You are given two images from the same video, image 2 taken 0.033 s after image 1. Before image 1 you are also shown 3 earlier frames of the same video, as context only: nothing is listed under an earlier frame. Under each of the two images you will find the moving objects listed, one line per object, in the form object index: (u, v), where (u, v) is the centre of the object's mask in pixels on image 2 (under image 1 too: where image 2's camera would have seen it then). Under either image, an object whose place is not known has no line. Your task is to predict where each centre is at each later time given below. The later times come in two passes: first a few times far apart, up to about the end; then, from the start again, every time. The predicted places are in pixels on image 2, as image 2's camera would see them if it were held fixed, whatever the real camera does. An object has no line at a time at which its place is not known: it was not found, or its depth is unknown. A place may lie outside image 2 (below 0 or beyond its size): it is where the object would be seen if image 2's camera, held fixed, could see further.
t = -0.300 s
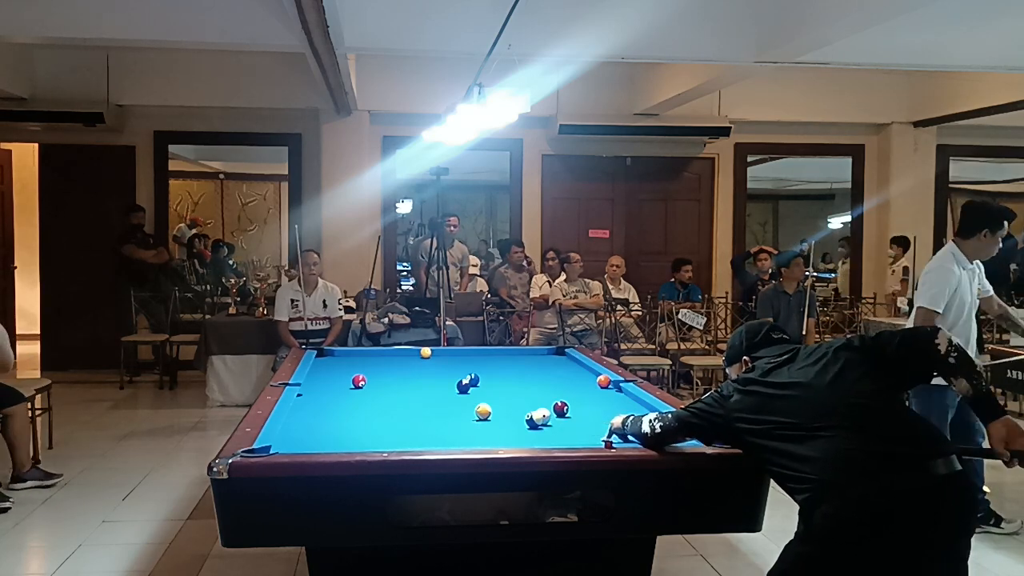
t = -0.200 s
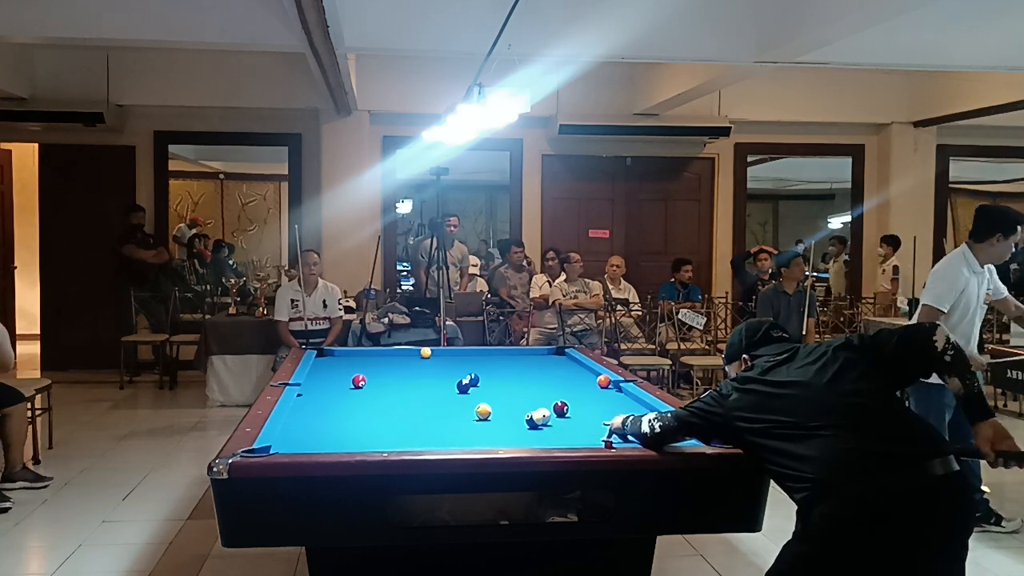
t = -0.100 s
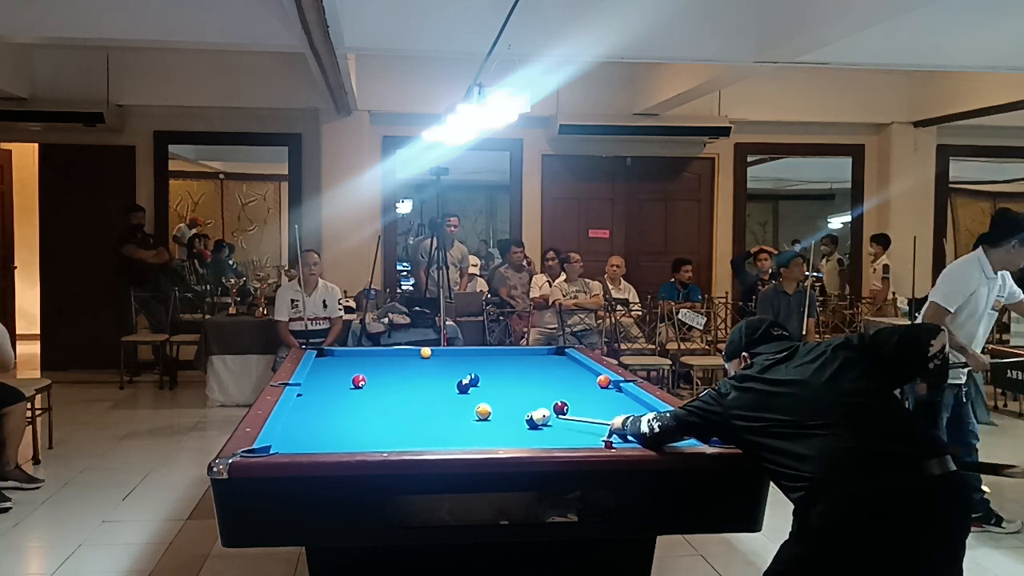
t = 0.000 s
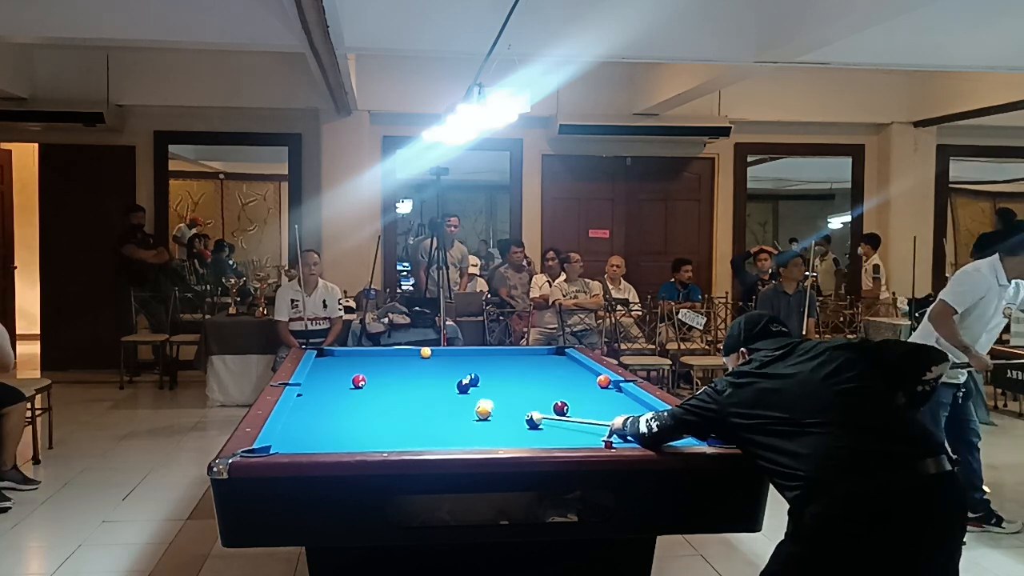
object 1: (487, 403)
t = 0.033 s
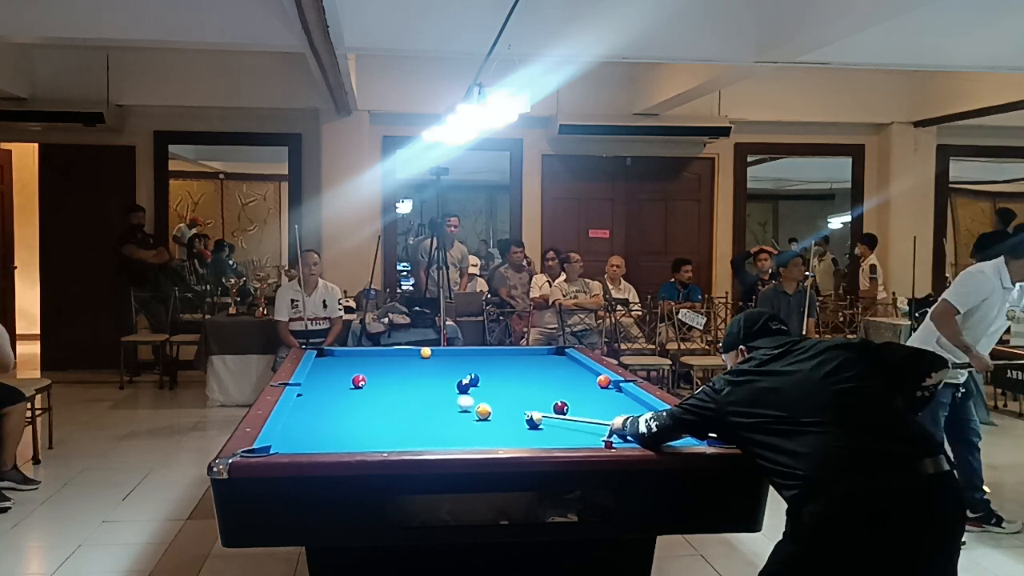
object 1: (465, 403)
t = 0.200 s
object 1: (381, 388)
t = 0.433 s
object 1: (325, 373)
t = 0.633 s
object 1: (369, 362)
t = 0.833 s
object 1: (402, 354)
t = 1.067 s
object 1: (433, 350)
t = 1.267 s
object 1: (458, 350)
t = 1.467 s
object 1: (483, 351)
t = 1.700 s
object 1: (511, 351)
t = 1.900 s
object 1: (534, 351)
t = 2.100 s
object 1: (557, 351)
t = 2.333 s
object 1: (549, 352)
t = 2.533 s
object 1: (540, 353)
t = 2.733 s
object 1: (532, 354)
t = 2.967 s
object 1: (522, 355)
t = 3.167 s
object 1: (514, 356)
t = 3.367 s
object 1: (506, 358)
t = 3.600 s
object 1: (498, 359)
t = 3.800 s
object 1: (491, 359)
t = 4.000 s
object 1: (484, 360)
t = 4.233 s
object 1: (477, 361)
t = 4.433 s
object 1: (471, 362)
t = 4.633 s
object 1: (466, 362)
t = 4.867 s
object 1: (460, 363)
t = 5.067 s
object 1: (455, 363)
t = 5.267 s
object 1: (451, 364)
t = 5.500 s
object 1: (447, 364)
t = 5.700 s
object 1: (444, 365)
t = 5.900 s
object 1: (442, 365)
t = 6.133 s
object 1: (440, 366)
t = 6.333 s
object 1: (439, 366)
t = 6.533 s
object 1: (438, 366)
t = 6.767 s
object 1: (438, 366)
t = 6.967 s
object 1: (438, 366)
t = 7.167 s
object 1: (438, 366)
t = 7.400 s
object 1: (438, 366)
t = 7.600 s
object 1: (438, 366)
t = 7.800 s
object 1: (438, 366)
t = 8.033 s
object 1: (438, 366)
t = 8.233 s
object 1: (438, 365)
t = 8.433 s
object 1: (438, 366)
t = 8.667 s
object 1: (438, 366)
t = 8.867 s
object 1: (438, 366)
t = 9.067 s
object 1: (438, 366)
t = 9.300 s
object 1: (438, 366)
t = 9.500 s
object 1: (438, 366)
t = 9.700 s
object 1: (438, 366)
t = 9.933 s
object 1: (438, 366)
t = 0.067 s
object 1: (446, 400)
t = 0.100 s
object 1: (428, 396)
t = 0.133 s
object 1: (412, 394)
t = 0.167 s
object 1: (396, 391)
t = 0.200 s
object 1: (381, 388)
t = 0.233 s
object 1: (367, 386)
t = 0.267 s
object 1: (353, 384)
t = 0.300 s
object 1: (341, 381)
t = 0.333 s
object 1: (328, 379)
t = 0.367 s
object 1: (317, 377)
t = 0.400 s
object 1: (316, 375)
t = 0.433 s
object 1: (325, 373)
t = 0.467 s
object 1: (334, 371)
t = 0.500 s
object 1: (343, 369)
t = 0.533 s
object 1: (350, 367)
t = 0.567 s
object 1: (357, 365)
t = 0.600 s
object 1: (363, 364)
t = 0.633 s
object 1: (369, 362)
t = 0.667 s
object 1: (375, 361)
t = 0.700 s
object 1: (381, 359)
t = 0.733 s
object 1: (386, 358)
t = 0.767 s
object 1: (392, 357)
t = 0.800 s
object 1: (397, 355)
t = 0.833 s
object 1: (402, 354)
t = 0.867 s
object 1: (407, 352)
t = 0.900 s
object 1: (412, 351)
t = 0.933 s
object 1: (416, 350)
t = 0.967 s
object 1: (421, 350)
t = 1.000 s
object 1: (425, 350)
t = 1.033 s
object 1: (429, 350)
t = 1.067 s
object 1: (433, 350)
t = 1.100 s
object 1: (437, 350)
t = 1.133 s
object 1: (441, 350)
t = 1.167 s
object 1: (446, 350)
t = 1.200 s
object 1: (450, 350)
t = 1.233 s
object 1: (454, 350)
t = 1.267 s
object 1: (458, 350)
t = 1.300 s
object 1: (463, 350)
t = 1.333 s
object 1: (467, 351)
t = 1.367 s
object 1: (471, 350)
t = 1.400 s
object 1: (475, 351)
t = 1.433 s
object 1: (479, 351)
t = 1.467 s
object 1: (483, 351)
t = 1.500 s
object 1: (488, 351)
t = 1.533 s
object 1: (491, 351)
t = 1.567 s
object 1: (495, 351)
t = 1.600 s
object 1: (500, 351)
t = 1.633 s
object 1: (503, 351)
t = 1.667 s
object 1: (507, 351)
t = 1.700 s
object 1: (511, 351)
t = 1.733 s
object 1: (515, 351)
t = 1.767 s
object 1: (519, 351)
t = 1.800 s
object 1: (523, 351)
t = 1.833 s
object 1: (527, 351)
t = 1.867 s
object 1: (531, 351)
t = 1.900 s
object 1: (534, 351)
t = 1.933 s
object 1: (538, 351)
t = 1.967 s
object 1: (542, 351)
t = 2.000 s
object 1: (546, 351)
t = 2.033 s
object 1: (550, 351)
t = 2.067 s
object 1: (553, 351)
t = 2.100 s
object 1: (557, 351)
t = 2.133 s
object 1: (559, 351)
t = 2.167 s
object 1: (557, 352)
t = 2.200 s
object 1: (555, 352)
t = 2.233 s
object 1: (553, 352)
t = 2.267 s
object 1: (552, 352)
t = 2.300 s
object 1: (550, 352)
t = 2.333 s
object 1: (549, 352)
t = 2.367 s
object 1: (547, 352)
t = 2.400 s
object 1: (546, 353)
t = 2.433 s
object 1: (544, 353)
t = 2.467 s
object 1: (543, 353)
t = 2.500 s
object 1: (541, 353)
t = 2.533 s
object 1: (540, 353)
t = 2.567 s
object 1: (539, 353)
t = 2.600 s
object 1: (537, 354)
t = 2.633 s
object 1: (536, 354)
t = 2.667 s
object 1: (534, 354)
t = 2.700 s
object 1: (533, 354)
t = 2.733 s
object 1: (532, 354)
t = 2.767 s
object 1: (530, 354)
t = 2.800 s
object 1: (529, 355)
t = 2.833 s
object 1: (527, 355)
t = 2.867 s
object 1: (526, 355)
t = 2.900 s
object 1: (525, 355)
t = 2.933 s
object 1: (523, 355)
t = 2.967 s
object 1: (522, 355)
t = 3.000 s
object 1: (520, 355)
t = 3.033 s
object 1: (519, 356)
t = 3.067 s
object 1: (518, 356)
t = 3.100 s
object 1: (517, 356)
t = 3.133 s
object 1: (515, 356)
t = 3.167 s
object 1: (514, 356)
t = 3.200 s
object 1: (513, 357)
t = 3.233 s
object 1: (511, 357)
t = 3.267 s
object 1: (510, 357)
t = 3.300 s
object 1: (509, 357)
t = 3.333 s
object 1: (508, 357)
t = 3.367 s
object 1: (506, 358)
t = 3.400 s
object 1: (505, 358)
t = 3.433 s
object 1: (504, 358)
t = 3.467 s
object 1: (503, 358)
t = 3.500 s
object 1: (501, 358)
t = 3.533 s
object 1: (500, 358)
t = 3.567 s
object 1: (499, 358)
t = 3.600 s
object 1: (498, 359)
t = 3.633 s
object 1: (496, 359)
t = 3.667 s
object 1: (495, 359)
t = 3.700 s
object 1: (494, 359)
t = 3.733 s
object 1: (493, 359)
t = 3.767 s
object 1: (492, 359)
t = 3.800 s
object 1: (491, 359)
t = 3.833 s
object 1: (489, 359)
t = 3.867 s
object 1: (488, 359)
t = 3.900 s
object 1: (487, 360)
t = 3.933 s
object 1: (486, 360)
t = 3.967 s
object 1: (485, 360)
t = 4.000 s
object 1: (484, 360)
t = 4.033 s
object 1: (483, 360)
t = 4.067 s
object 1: (482, 360)
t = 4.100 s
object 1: (481, 360)
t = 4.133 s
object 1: (480, 360)
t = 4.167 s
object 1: (479, 361)
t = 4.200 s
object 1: (478, 361)
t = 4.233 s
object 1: (477, 361)
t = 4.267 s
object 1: (476, 361)
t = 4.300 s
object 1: (475, 361)
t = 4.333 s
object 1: (474, 361)
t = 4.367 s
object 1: (473, 361)
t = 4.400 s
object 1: (472, 361)
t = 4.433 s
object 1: (471, 362)
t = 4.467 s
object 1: (470, 362)
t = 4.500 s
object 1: (469, 362)
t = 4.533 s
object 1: (468, 362)
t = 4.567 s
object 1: (467, 362)
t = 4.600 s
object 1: (466, 362)
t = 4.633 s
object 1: (466, 362)
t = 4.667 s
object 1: (465, 362)
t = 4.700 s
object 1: (464, 362)
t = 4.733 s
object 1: (463, 363)
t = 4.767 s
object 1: (462, 363)
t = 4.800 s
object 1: (461, 363)
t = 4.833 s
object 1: (461, 363)
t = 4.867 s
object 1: (460, 363)
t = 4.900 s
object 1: (459, 363)
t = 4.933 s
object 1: (458, 363)
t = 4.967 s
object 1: (458, 363)
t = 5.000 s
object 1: (457, 363)
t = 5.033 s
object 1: (456, 363)
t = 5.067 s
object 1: (455, 363)
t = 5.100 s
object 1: (454, 363)
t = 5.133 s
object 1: (454, 364)
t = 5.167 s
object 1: (453, 364)
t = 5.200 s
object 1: (453, 364)
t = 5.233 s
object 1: (452, 364)
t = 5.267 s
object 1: (451, 364)
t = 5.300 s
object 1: (451, 364)
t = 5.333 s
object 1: (450, 364)
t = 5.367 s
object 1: (449, 364)
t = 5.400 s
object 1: (449, 364)
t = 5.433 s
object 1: (448, 364)
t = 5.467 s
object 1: (448, 364)
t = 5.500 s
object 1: (447, 364)
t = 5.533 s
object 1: (447, 365)
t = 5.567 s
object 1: (446, 365)
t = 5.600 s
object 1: (446, 365)
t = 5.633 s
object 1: (445, 365)
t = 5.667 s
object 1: (445, 365)
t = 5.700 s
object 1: (444, 365)
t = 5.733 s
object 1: (444, 365)
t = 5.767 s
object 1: (443, 365)
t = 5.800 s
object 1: (443, 365)
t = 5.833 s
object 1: (443, 365)
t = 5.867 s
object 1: (442, 365)
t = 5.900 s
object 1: (442, 365)
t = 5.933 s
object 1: (441, 365)
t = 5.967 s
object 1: (441, 365)
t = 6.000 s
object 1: (441, 365)
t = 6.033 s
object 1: (441, 365)
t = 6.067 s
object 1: (440, 366)
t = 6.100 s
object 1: (440, 365)
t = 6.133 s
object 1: (440, 366)
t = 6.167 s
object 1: (439, 366)
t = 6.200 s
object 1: (439, 366)
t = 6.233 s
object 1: (439, 366)
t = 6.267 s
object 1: (439, 366)
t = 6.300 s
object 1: (439, 366)
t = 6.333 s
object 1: (439, 366)
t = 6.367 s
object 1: (438, 366)
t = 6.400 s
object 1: (438, 366)
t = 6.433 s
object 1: (438, 366)
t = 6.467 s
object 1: (438, 366)
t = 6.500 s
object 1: (439, 366)
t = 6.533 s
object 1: (438, 366)
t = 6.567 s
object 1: (438, 366)
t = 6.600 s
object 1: (438, 366)
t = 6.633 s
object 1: (438, 366)
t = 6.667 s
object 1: (438, 366)
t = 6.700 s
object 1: (438, 366)
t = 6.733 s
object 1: (438, 366)
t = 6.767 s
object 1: (438, 366)
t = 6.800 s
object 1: (438, 366)
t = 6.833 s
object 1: (438, 366)
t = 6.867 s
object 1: (438, 366)
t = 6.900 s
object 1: (438, 366)
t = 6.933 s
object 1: (438, 366)
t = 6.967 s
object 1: (438, 366)
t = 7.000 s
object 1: (438, 366)
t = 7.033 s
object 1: (438, 366)
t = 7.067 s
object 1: (438, 366)
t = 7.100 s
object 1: (438, 366)
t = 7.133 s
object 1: (438, 366)
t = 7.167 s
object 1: (438, 366)
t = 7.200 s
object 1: (438, 366)
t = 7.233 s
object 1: (438, 366)
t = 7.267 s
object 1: (438, 366)
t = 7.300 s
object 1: (438, 366)
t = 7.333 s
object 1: (438, 366)
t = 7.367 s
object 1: (438, 366)
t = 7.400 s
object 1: (438, 366)
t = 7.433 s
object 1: (438, 366)
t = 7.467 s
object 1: (438, 366)
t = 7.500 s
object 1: (438, 366)
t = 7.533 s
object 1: (438, 366)
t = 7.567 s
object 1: (438, 366)
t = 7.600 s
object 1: (438, 366)
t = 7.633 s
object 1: (438, 366)
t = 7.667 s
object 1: (438, 366)
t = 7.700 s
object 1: (438, 366)
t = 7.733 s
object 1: (438, 366)
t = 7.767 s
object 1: (438, 366)
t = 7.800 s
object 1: (438, 366)
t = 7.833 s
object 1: (438, 366)
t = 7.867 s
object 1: (438, 366)
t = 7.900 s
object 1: (438, 366)
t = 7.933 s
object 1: (438, 366)
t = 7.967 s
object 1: (438, 366)
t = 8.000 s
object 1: (438, 366)
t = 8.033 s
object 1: (438, 366)
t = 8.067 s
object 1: (438, 366)
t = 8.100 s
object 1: (438, 366)
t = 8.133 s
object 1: (438, 366)
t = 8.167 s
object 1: (438, 366)
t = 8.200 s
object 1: (438, 366)
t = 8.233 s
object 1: (438, 365)
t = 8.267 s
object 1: (438, 365)
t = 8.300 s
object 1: (438, 366)
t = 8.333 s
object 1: (438, 366)
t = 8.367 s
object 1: (438, 366)
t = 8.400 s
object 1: (438, 366)
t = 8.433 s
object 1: (438, 366)
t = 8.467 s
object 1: (438, 366)
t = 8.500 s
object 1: (438, 366)
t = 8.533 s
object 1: (438, 366)
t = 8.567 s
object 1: (438, 366)
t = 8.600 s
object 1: (438, 366)
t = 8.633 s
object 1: (438, 366)
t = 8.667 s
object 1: (438, 366)
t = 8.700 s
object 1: (438, 366)
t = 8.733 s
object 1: (438, 366)
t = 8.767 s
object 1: (438, 366)
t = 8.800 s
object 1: (438, 366)
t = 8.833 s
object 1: (438, 366)
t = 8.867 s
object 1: (438, 366)
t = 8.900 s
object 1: (438, 366)
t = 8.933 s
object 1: (438, 366)
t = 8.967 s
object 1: (438, 366)
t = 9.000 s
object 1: (438, 366)
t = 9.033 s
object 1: (438, 366)
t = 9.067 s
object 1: (438, 366)
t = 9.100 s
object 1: (438, 366)
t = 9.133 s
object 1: (438, 366)
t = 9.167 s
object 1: (438, 366)
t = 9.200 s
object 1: (438, 366)
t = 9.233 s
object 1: (438, 366)
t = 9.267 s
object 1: (438, 366)
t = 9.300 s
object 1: (438, 366)
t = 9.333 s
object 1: (438, 366)
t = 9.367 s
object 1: (438, 366)
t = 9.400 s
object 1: (438, 366)
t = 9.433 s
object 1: (438, 366)
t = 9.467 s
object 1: (438, 366)
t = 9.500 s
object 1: (438, 366)
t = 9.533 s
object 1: (438, 366)
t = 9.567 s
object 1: (438, 366)
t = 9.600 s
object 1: (438, 366)
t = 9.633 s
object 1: (438, 366)
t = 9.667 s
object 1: (438, 366)
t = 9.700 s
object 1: (438, 366)
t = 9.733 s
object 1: (438, 366)
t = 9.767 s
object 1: (438, 366)
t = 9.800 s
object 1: (438, 366)
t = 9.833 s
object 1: (438, 366)
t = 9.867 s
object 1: (438, 366)
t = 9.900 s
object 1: (438, 366)
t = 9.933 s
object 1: (438, 366)
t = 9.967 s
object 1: (438, 366)
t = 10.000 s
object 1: (438, 366)
